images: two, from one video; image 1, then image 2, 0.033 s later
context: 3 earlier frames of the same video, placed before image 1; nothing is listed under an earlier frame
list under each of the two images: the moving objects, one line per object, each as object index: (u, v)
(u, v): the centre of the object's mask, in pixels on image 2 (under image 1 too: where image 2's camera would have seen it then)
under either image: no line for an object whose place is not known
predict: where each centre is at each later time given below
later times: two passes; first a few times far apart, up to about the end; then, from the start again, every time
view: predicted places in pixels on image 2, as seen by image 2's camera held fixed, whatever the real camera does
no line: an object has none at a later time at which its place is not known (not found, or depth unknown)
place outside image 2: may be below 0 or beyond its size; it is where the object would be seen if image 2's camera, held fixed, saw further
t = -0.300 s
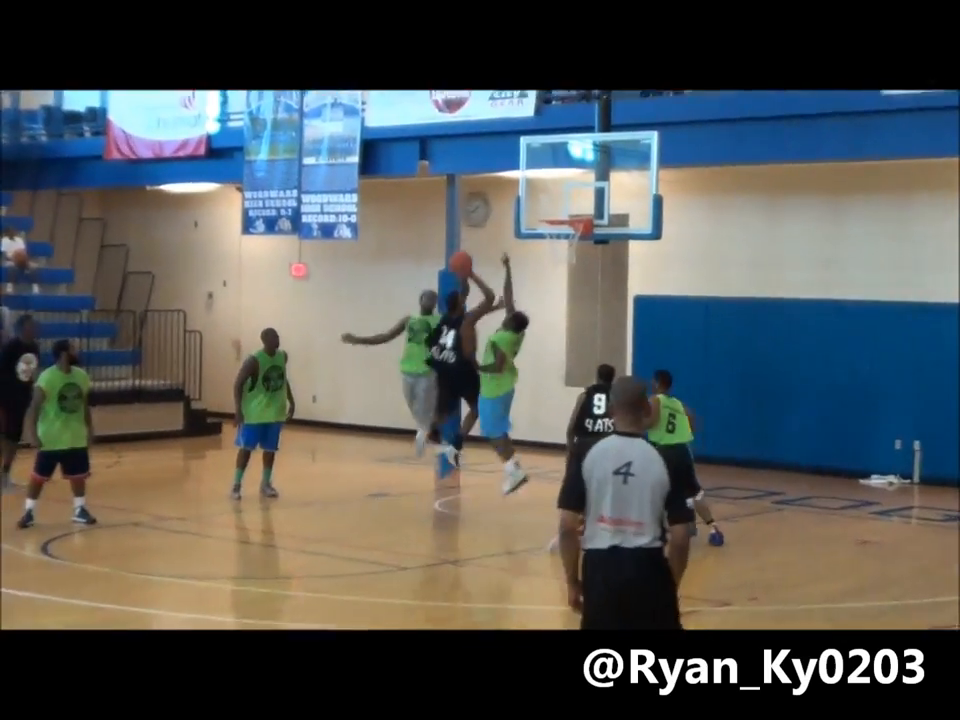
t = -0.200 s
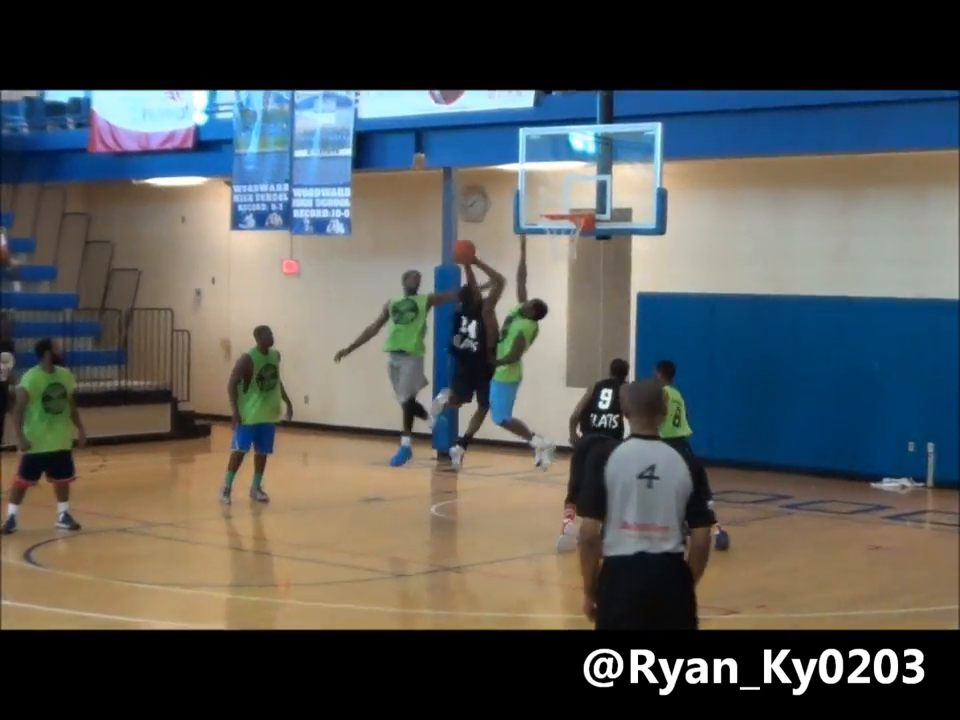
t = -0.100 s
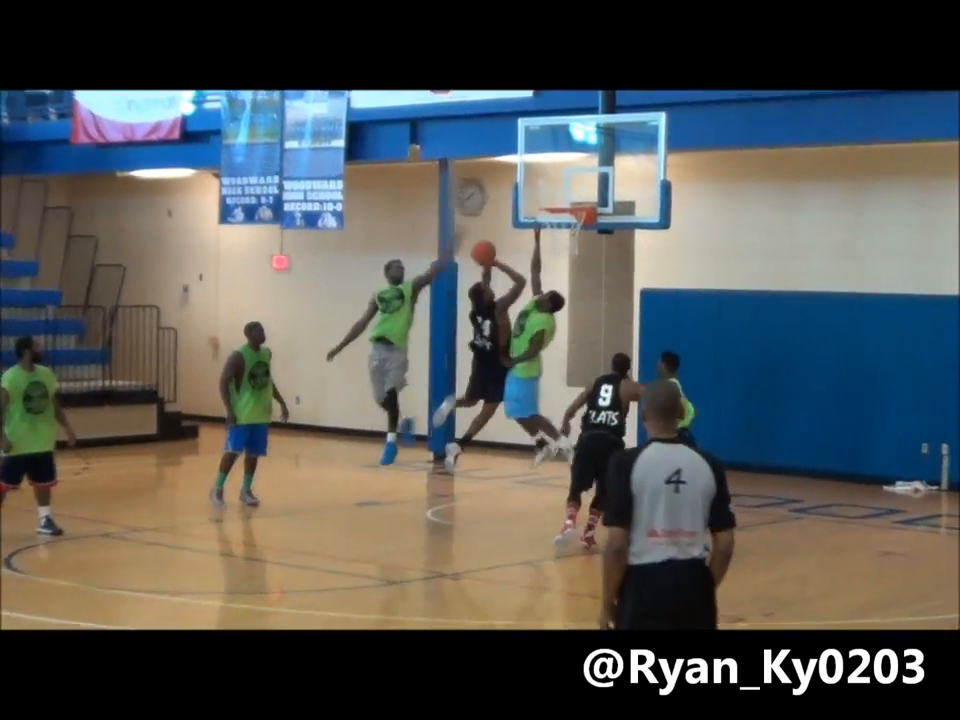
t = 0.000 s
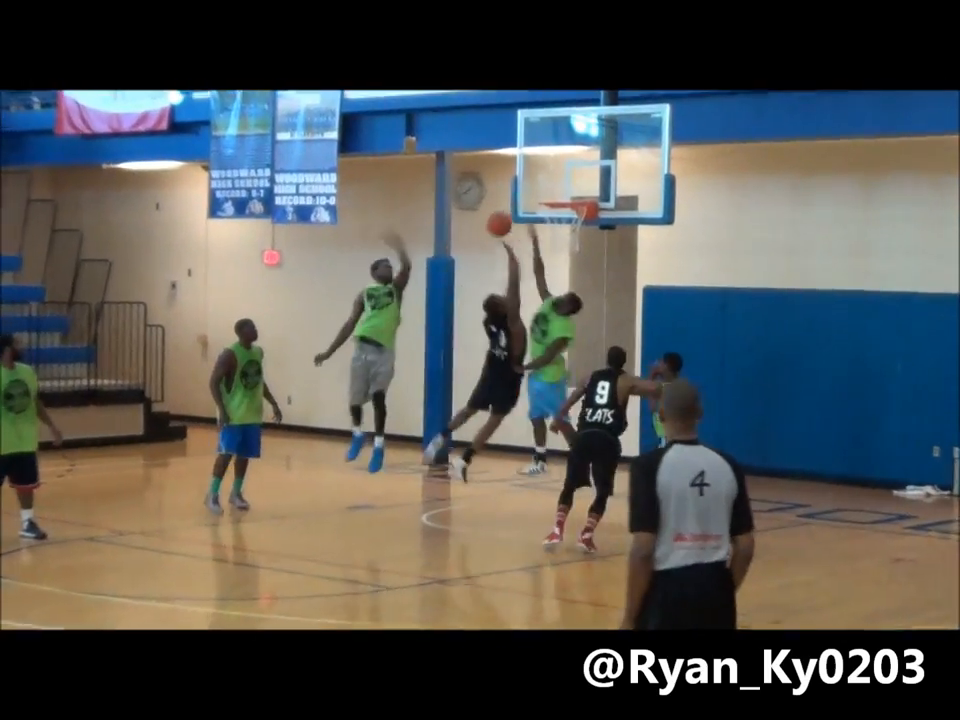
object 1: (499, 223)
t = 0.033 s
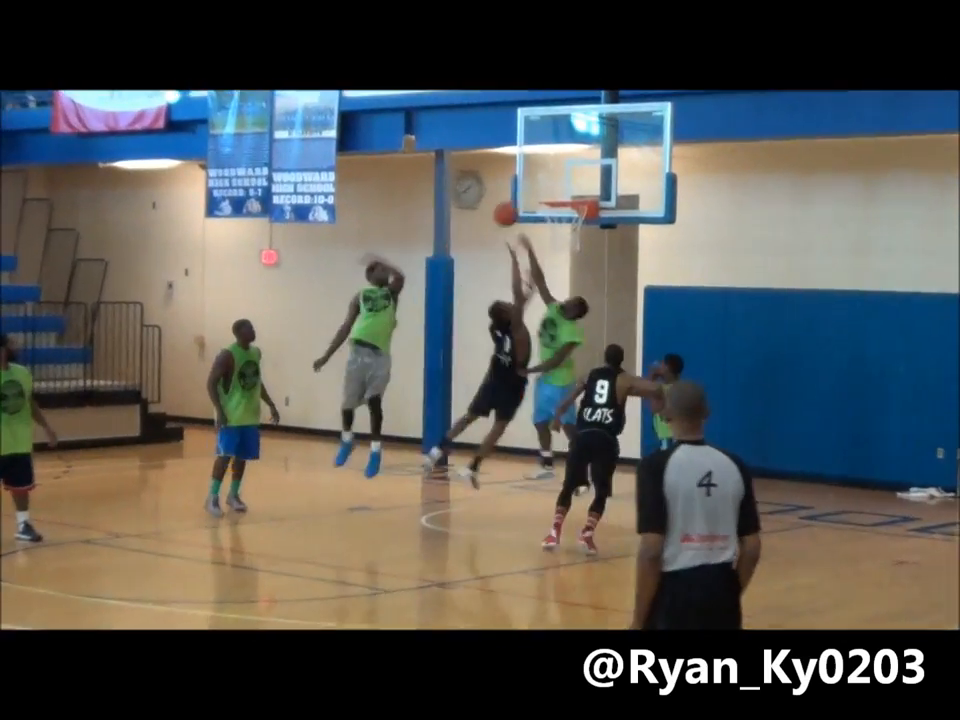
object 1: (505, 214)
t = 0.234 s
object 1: (545, 182)
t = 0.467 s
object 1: (578, 189)
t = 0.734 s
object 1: (552, 189)
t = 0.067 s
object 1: (512, 205)
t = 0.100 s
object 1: (519, 198)
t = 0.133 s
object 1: (525, 193)
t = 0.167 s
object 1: (532, 188)
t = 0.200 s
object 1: (538, 184)
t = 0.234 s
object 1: (545, 182)
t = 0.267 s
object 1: (551, 181)
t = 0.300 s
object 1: (558, 181)
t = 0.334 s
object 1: (564, 182)
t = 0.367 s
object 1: (570, 184)
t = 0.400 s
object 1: (576, 188)
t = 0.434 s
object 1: (581, 191)
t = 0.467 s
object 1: (578, 189)
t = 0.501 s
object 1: (575, 185)
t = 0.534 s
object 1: (571, 184)
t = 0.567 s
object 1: (567, 183)
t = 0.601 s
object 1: (563, 183)
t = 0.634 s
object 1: (559, 185)
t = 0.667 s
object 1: (556, 188)
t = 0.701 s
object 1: (552, 190)
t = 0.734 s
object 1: (552, 189)
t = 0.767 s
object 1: (553, 187)
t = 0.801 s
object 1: (553, 186)
